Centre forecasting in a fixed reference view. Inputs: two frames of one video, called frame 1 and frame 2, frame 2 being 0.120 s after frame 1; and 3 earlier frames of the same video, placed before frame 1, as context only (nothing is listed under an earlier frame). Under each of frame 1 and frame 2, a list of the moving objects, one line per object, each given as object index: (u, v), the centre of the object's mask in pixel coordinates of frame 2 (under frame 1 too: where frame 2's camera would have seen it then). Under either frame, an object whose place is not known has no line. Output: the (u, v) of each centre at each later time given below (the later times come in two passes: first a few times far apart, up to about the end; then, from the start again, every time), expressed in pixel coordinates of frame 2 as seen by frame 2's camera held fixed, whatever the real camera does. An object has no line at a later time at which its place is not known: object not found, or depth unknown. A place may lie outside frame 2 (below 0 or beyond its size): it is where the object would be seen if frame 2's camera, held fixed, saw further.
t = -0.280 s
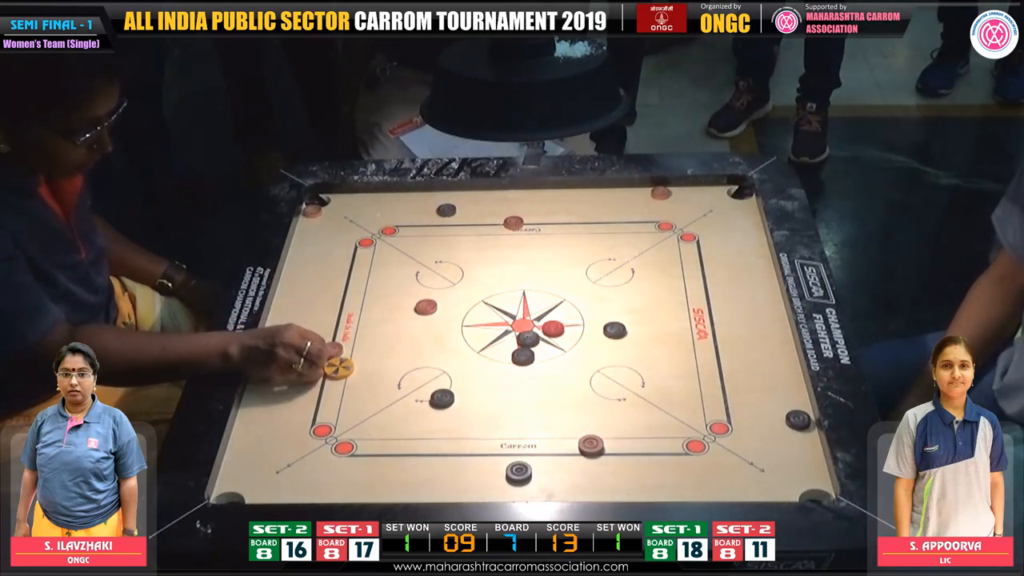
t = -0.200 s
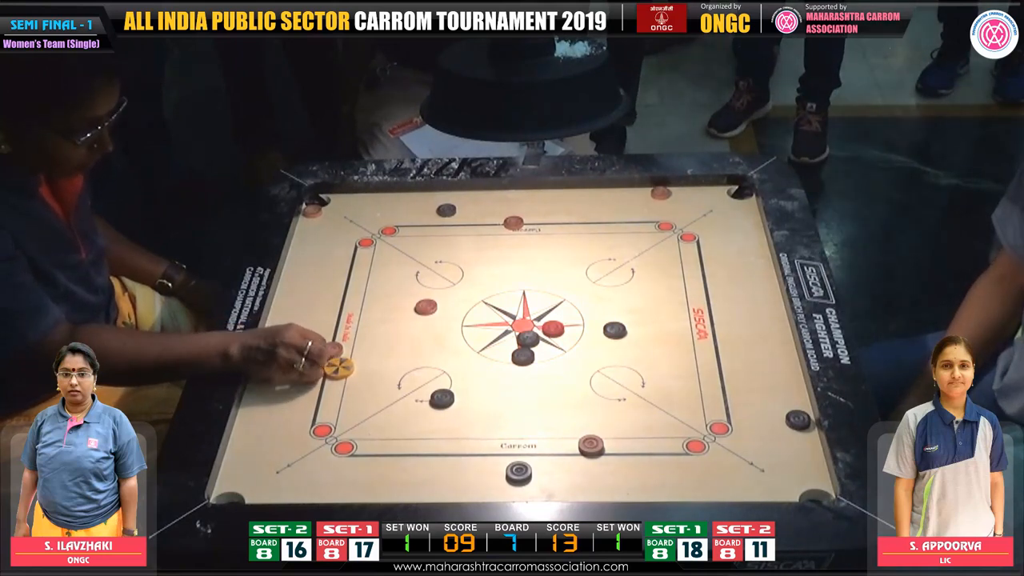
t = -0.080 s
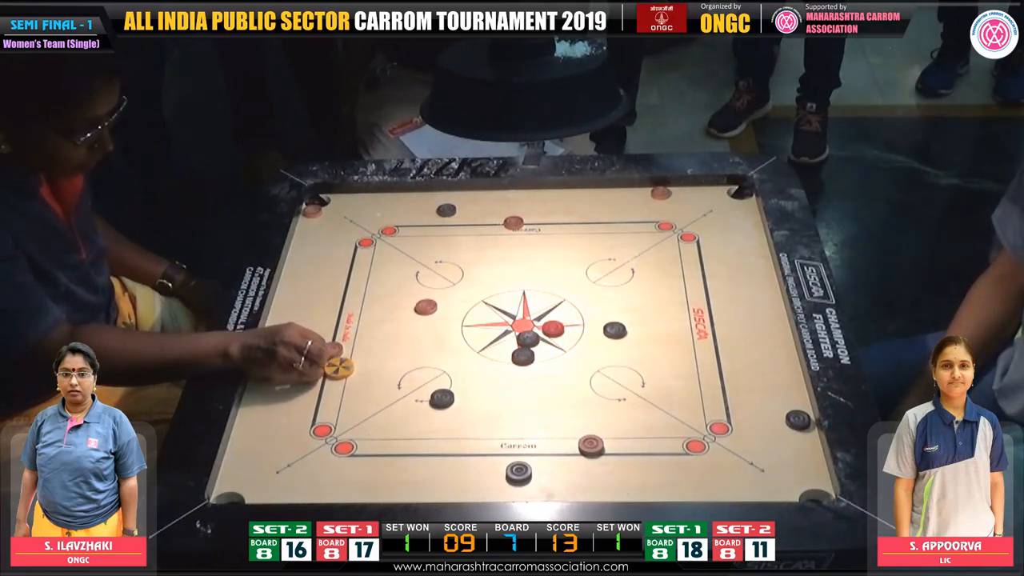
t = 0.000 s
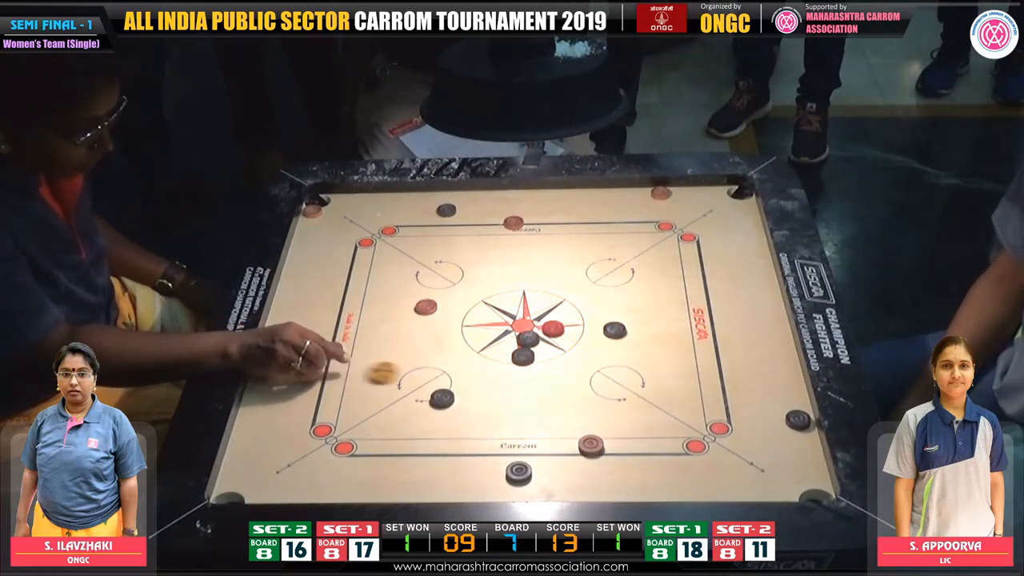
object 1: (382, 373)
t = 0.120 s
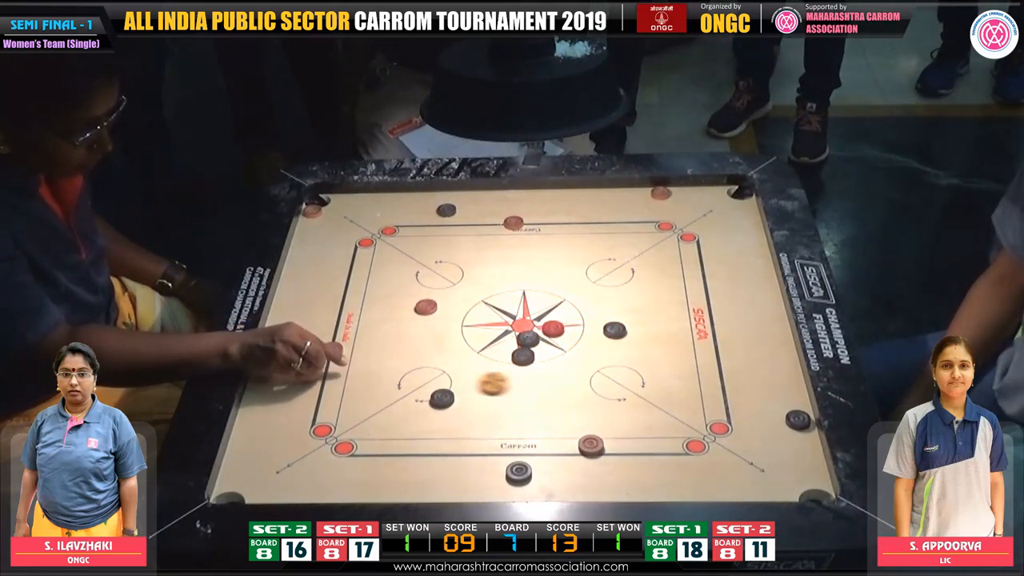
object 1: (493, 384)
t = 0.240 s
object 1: (595, 392)
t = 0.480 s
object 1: (764, 405)
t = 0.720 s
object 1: (748, 399)
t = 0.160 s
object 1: (528, 387)
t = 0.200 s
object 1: (562, 390)
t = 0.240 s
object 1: (595, 392)
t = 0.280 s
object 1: (626, 395)
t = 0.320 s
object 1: (657, 397)
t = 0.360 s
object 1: (685, 400)
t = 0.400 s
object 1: (713, 402)
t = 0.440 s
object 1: (740, 403)
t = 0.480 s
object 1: (764, 405)
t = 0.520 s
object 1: (783, 405)
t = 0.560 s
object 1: (792, 403)
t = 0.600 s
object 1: (780, 402)
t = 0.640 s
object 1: (768, 401)
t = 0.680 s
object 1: (757, 400)
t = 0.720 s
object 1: (748, 399)
